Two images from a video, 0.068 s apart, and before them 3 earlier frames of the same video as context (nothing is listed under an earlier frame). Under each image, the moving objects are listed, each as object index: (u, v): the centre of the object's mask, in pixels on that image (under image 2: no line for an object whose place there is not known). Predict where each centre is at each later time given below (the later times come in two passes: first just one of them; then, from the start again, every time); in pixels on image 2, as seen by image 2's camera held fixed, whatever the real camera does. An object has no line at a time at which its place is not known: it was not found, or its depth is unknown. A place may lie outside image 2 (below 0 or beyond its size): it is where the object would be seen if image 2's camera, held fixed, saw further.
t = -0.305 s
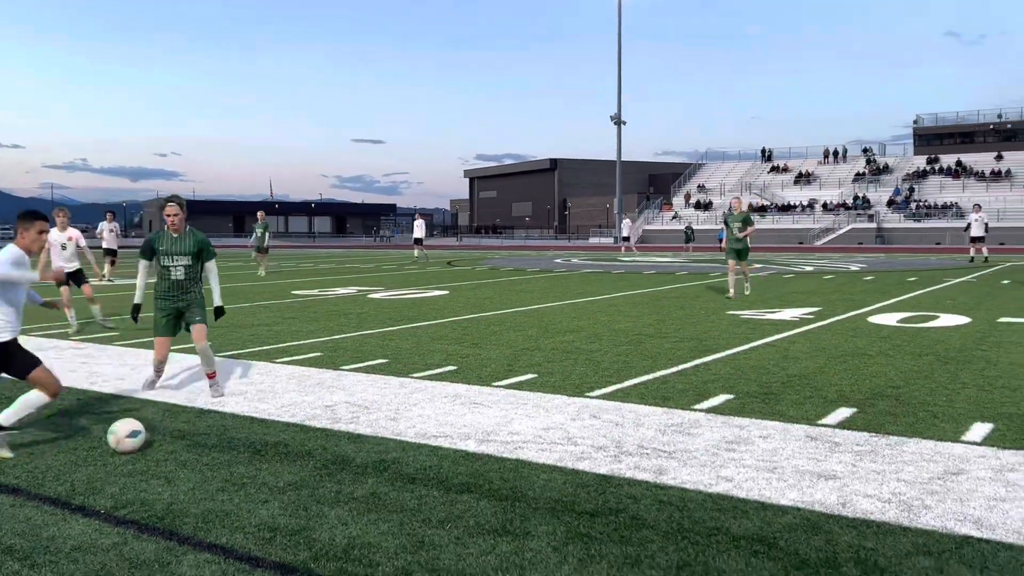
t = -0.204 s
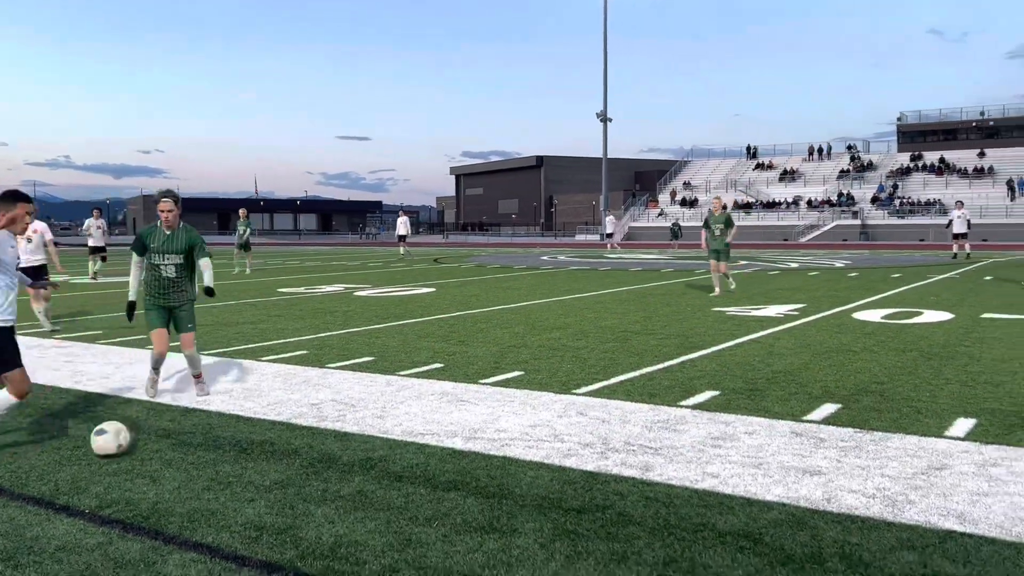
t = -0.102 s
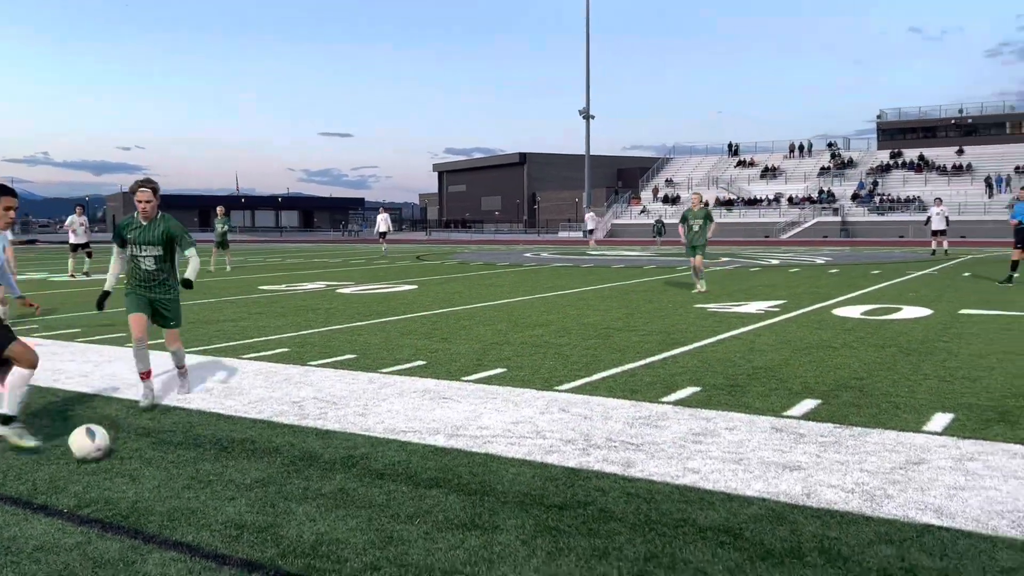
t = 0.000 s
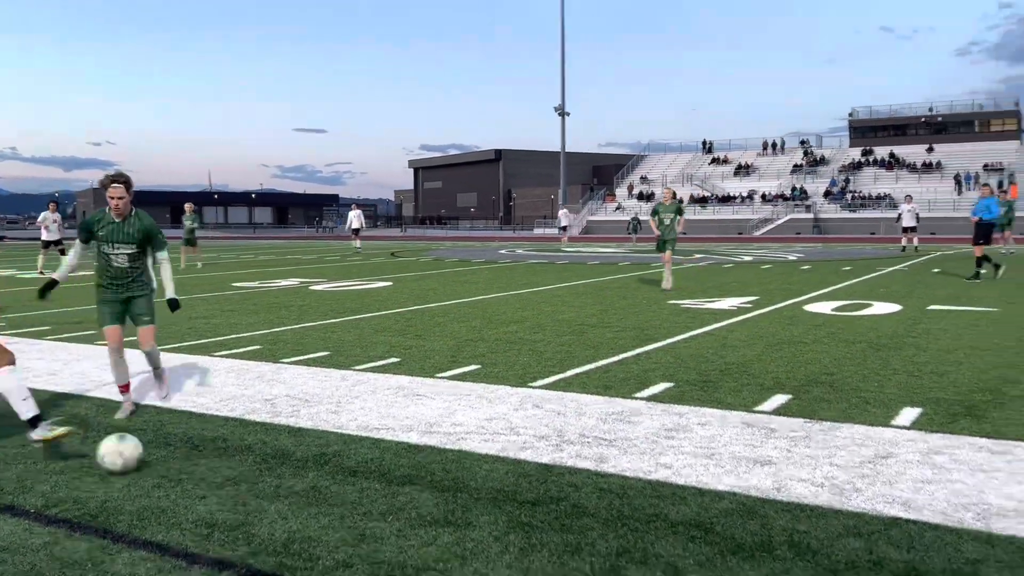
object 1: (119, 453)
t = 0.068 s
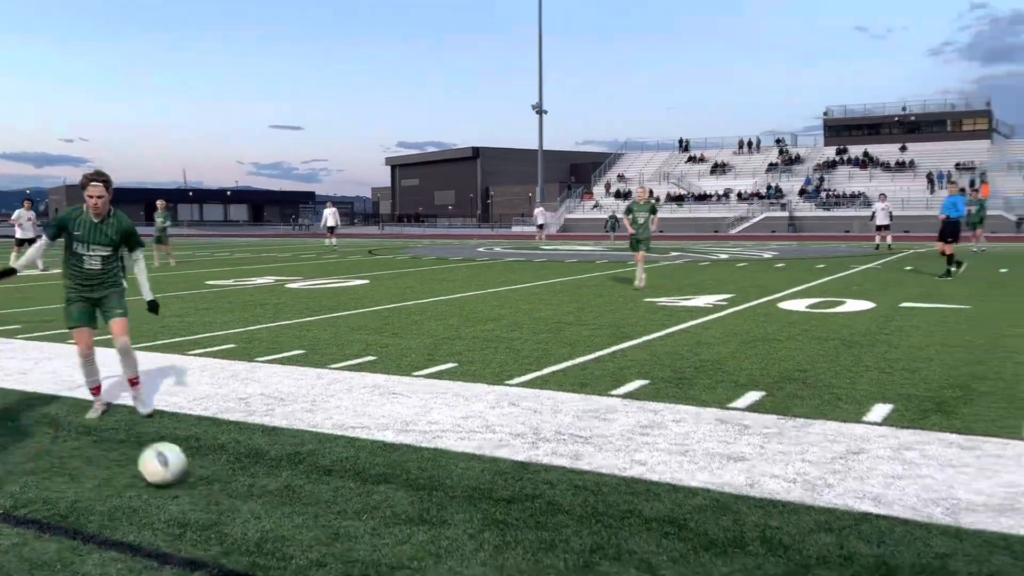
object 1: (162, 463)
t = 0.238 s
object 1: (355, 494)
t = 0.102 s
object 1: (200, 473)
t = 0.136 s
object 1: (238, 479)
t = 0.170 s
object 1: (275, 482)
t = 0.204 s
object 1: (313, 486)
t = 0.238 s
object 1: (355, 494)
